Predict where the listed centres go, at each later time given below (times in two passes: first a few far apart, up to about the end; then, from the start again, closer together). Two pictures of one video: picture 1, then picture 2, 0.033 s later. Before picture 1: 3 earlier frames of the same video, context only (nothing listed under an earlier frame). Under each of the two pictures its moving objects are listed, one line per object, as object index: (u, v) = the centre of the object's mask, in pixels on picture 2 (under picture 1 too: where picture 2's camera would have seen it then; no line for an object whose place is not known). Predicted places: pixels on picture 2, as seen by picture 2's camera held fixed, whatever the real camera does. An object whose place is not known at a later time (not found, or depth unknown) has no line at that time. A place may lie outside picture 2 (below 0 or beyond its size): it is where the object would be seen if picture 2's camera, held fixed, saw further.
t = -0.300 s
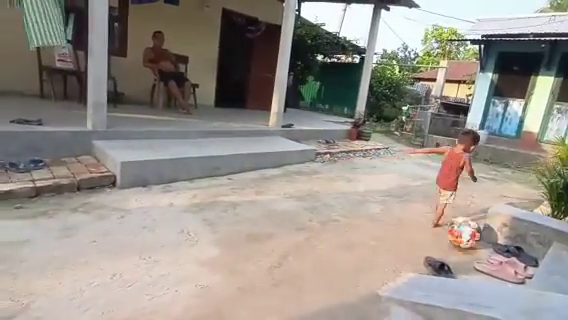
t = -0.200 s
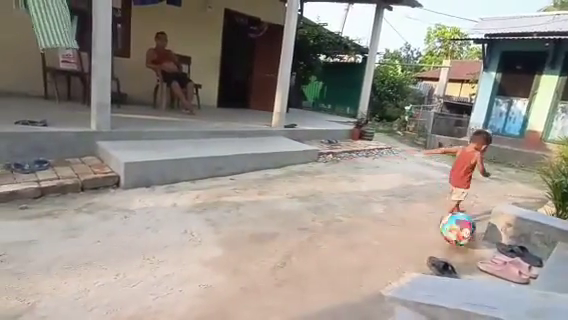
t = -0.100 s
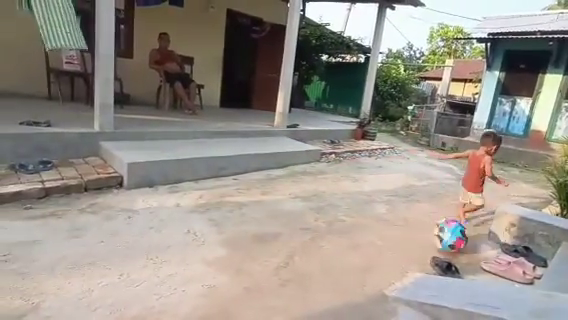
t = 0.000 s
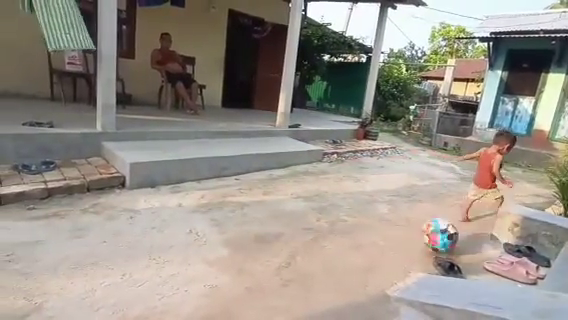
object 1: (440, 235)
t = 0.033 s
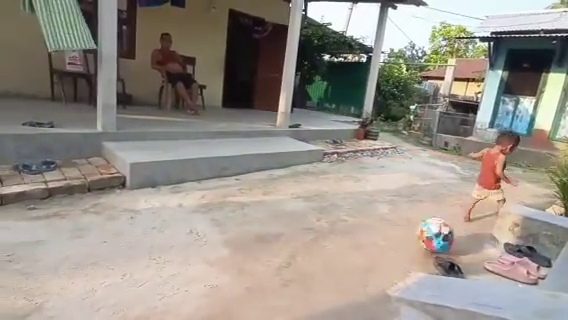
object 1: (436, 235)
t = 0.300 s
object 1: (393, 240)
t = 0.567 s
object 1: (358, 242)
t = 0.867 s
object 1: (312, 240)
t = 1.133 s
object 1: (282, 236)
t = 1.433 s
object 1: (264, 232)
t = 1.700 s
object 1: (256, 226)
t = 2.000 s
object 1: (252, 219)
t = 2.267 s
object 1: (252, 212)
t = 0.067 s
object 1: (430, 237)
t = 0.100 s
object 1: (424, 239)
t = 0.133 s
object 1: (419, 241)
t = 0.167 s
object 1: (414, 239)
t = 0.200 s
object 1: (409, 239)
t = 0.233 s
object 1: (403, 240)
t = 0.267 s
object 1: (398, 242)
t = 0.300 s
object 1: (393, 240)
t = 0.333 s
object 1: (389, 240)
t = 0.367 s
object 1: (384, 241)
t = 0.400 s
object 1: (379, 242)
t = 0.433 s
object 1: (374, 241)
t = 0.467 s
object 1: (370, 242)
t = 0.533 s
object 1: (362, 242)
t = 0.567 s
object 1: (358, 242)
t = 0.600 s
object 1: (353, 243)
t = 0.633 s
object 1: (348, 243)
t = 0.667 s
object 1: (343, 242)
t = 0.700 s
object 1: (338, 241)
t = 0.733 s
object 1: (332, 243)
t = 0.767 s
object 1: (327, 242)
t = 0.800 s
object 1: (322, 240)
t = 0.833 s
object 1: (316, 241)
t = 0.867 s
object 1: (312, 240)
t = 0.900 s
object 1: (308, 239)
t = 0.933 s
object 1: (304, 238)
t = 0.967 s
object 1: (299, 238)
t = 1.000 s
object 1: (295, 237)
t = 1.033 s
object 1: (291, 238)
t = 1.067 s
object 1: (288, 237)
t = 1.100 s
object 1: (285, 236)
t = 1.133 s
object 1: (282, 236)
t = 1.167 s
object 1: (280, 236)
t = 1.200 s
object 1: (277, 235)
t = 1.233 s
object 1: (275, 235)
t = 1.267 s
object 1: (273, 234)
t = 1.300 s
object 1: (271, 234)
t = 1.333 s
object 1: (269, 233)
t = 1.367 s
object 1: (267, 233)
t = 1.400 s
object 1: (265, 232)
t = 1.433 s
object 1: (264, 232)
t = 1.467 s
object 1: (263, 231)
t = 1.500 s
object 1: (261, 230)
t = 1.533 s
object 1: (260, 229)
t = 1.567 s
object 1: (259, 229)
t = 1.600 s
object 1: (258, 228)
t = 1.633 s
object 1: (257, 228)
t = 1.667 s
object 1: (256, 227)
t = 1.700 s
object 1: (256, 226)
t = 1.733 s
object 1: (255, 225)
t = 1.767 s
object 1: (254, 225)
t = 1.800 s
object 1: (254, 224)
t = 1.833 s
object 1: (254, 223)
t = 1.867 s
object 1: (253, 223)
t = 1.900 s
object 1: (253, 221)
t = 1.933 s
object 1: (253, 220)
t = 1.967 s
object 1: (252, 219)
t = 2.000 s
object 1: (252, 219)
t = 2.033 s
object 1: (252, 218)
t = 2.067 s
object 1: (252, 217)
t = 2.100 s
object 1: (252, 217)
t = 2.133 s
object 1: (251, 216)
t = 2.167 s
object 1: (252, 215)
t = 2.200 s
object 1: (251, 214)
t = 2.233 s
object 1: (252, 213)
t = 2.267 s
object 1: (252, 212)
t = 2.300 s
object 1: (252, 211)
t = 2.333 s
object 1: (253, 211)
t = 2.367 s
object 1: (253, 210)
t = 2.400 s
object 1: (254, 210)
